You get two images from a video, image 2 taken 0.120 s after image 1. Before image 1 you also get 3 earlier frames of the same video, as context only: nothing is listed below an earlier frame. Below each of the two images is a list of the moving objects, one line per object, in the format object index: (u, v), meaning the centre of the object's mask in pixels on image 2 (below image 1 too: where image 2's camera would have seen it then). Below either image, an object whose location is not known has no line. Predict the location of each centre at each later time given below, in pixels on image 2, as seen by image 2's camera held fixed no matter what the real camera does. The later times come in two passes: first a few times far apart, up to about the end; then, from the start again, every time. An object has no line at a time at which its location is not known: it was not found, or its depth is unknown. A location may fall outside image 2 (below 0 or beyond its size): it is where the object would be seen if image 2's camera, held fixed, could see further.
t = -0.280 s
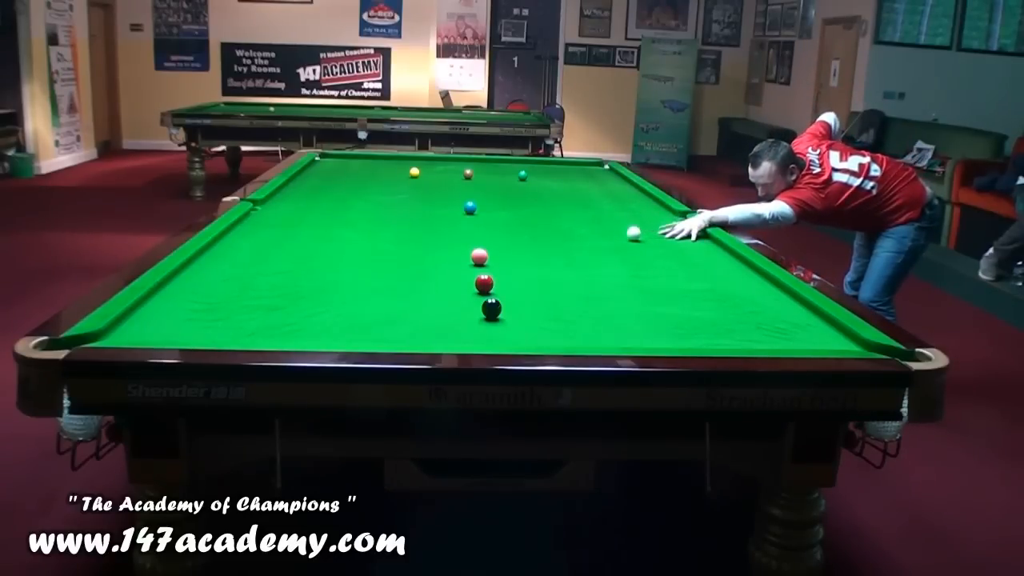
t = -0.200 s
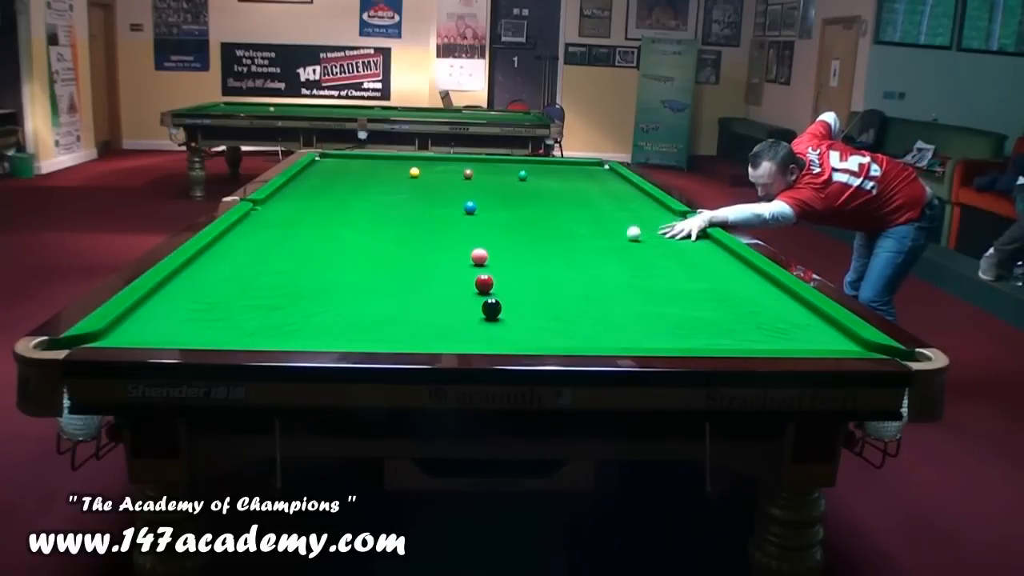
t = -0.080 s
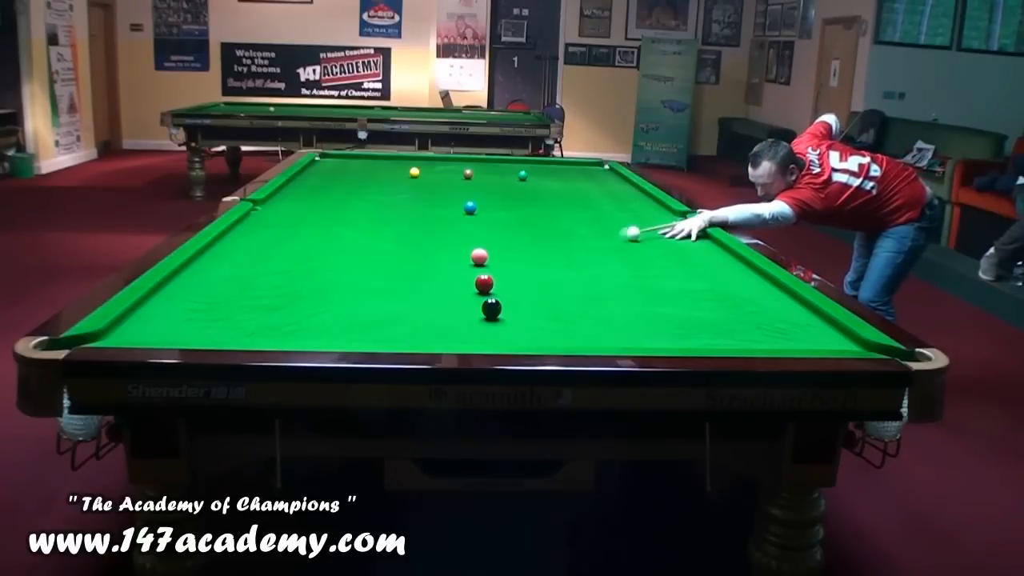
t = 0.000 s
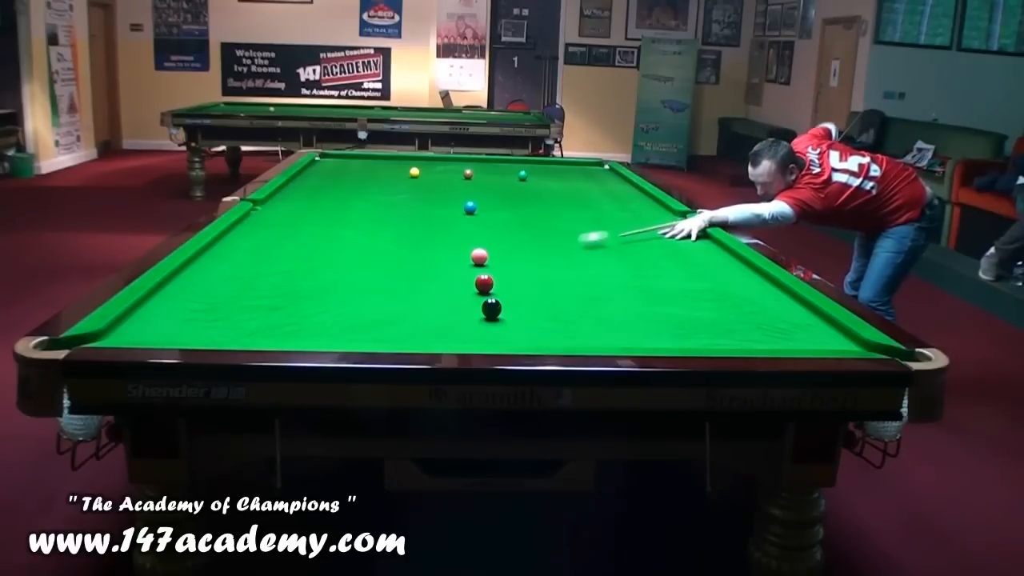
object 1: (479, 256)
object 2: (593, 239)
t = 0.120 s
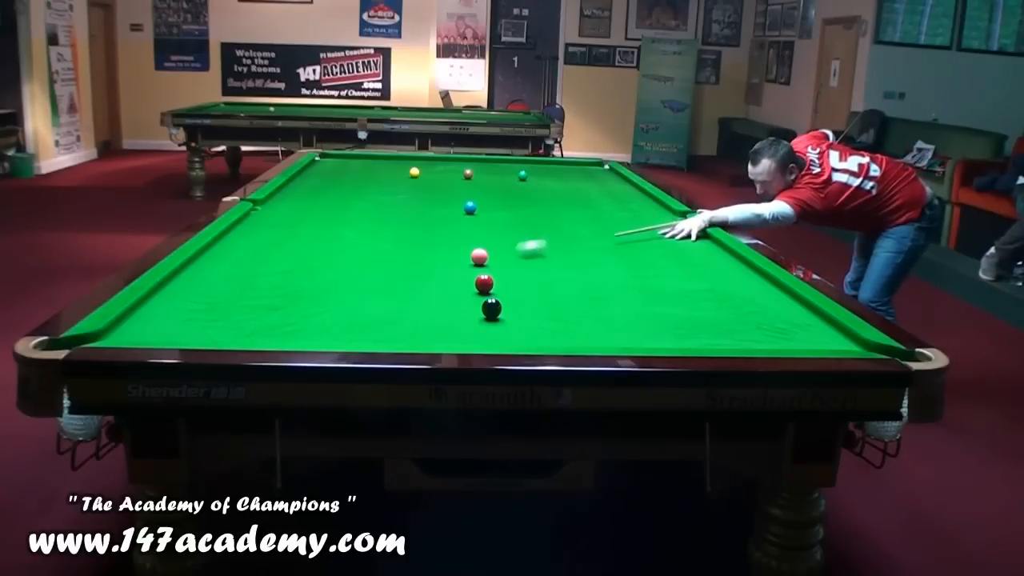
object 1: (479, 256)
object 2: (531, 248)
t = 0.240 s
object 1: (462, 260)
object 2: (486, 254)
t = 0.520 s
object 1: (353, 283)
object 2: (442, 254)
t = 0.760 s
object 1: (253, 305)
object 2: (398, 255)
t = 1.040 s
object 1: (114, 332)
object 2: (347, 257)
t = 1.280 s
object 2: (304, 258)
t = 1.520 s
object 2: (262, 260)
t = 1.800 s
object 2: (214, 261)
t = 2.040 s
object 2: (205, 263)
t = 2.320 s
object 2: (233, 265)
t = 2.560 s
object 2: (254, 267)
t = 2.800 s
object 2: (275, 268)
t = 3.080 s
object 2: (296, 270)
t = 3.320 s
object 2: (311, 271)
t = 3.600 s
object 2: (328, 272)
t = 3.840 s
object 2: (340, 273)
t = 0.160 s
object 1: (479, 256)
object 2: (511, 251)
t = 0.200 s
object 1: (478, 256)
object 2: (495, 253)
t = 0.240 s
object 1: (462, 260)
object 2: (486, 254)
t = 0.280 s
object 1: (445, 263)
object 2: (482, 253)
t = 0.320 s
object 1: (429, 267)
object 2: (477, 253)
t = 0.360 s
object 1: (413, 270)
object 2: (471, 253)
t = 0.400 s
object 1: (398, 274)
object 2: (464, 253)
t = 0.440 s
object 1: (382, 277)
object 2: (457, 253)
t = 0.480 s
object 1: (367, 280)
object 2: (450, 253)
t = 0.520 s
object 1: (353, 283)
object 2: (442, 254)
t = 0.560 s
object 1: (337, 287)
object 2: (435, 254)
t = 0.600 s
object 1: (321, 290)
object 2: (427, 254)
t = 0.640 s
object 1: (305, 294)
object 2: (420, 254)
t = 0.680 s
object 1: (287, 298)
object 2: (412, 254)
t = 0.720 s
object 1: (270, 301)
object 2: (405, 255)
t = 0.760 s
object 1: (253, 305)
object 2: (398, 255)
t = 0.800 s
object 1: (234, 309)
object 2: (390, 255)
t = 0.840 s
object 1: (215, 314)
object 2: (383, 255)
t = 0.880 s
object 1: (196, 317)
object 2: (375, 256)
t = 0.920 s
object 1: (176, 321)
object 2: (368, 256)
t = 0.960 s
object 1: (156, 326)
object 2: (361, 256)
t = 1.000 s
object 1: (135, 328)
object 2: (354, 257)
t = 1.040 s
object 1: (114, 332)
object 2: (347, 257)
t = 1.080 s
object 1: (92, 336)
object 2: (339, 257)
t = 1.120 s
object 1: (75, 343)
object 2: (332, 257)
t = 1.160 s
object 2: (325, 258)
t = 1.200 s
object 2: (318, 258)
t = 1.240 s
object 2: (311, 258)
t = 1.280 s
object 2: (304, 258)
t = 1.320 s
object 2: (297, 259)
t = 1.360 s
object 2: (289, 259)
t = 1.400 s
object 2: (283, 259)
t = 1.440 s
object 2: (276, 259)
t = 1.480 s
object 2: (269, 260)
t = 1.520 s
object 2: (262, 260)
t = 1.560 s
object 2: (255, 260)
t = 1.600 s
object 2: (248, 260)
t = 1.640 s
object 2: (241, 260)
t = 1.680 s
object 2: (235, 261)
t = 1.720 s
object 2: (228, 261)
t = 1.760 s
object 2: (221, 261)
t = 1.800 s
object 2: (214, 261)
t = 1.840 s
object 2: (208, 262)
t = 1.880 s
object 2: (202, 262)
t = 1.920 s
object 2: (196, 262)
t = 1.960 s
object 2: (197, 262)
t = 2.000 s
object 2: (201, 263)
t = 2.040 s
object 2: (205, 263)
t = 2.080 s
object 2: (209, 263)
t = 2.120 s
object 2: (213, 264)
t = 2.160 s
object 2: (217, 264)
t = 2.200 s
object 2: (221, 264)
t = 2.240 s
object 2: (225, 264)
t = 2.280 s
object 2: (229, 265)
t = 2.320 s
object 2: (233, 265)
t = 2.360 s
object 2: (236, 265)
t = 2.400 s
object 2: (240, 265)
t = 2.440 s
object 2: (244, 266)
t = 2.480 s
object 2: (247, 266)
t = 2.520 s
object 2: (251, 266)
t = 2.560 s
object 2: (254, 267)
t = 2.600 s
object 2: (258, 267)
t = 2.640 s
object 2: (261, 267)
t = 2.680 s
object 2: (265, 267)
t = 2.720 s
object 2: (268, 267)
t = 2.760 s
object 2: (271, 268)
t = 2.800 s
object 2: (275, 268)
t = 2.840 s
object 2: (278, 268)
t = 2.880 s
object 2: (281, 268)
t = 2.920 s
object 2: (284, 269)
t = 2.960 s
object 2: (287, 269)
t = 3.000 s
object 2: (290, 269)
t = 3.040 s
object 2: (293, 269)
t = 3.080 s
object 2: (296, 270)
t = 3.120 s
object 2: (298, 270)
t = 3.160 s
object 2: (301, 270)
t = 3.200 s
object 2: (304, 270)
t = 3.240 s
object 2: (307, 270)
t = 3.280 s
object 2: (309, 270)
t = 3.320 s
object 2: (311, 271)
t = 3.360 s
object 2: (314, 271)
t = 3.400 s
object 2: (316, 271)
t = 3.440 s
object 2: (319, 271)
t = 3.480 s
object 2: (321, 272)
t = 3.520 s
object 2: (324, 272)
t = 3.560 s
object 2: (326, 272)
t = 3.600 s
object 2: (328, 272)
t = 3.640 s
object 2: (330, 272)
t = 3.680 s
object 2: (332, 272)
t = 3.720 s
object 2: (334, 273)
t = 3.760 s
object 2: (336, 273)
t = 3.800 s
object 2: (338, 273)
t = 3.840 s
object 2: (340, 273)
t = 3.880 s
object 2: (342, 273)
